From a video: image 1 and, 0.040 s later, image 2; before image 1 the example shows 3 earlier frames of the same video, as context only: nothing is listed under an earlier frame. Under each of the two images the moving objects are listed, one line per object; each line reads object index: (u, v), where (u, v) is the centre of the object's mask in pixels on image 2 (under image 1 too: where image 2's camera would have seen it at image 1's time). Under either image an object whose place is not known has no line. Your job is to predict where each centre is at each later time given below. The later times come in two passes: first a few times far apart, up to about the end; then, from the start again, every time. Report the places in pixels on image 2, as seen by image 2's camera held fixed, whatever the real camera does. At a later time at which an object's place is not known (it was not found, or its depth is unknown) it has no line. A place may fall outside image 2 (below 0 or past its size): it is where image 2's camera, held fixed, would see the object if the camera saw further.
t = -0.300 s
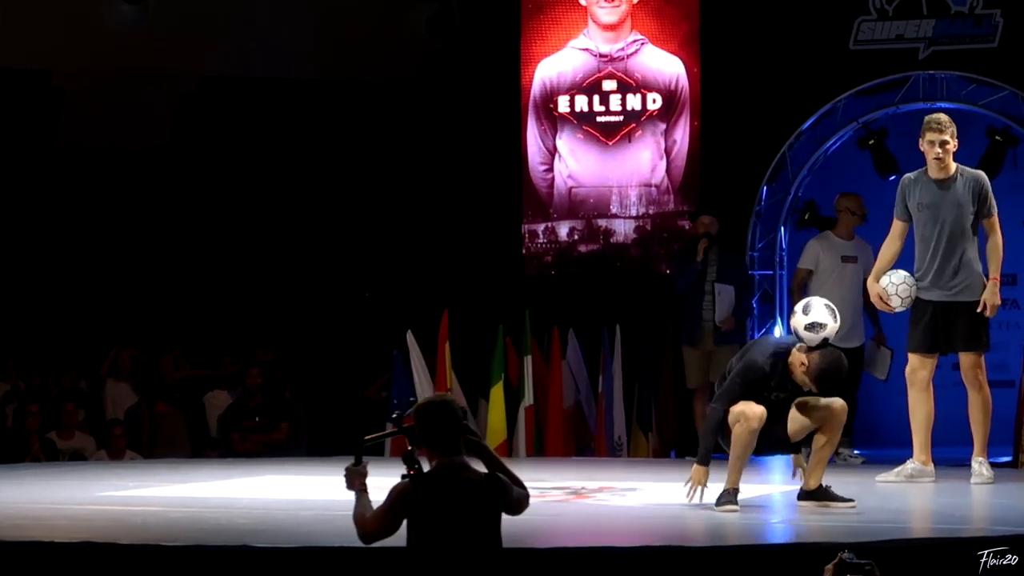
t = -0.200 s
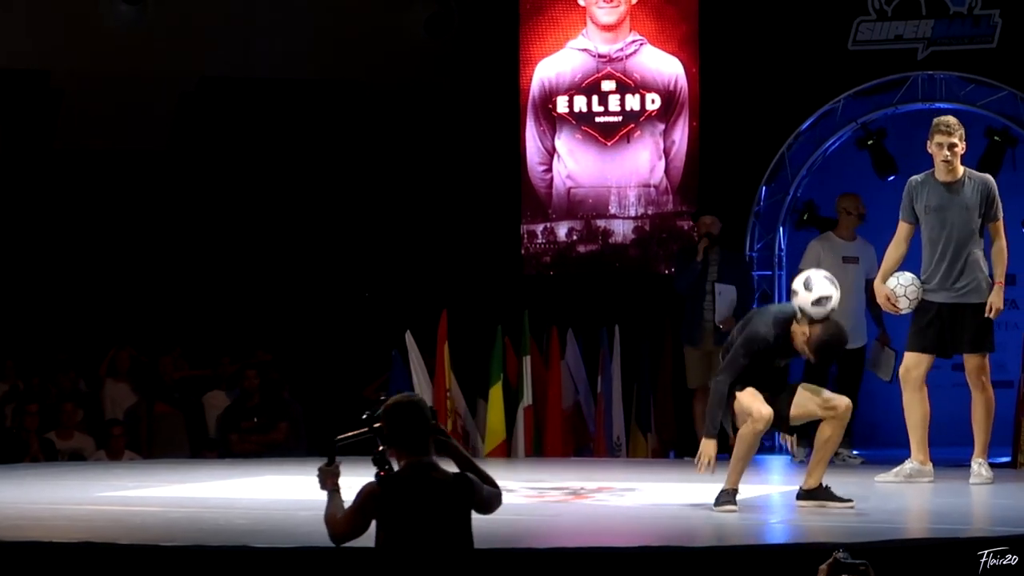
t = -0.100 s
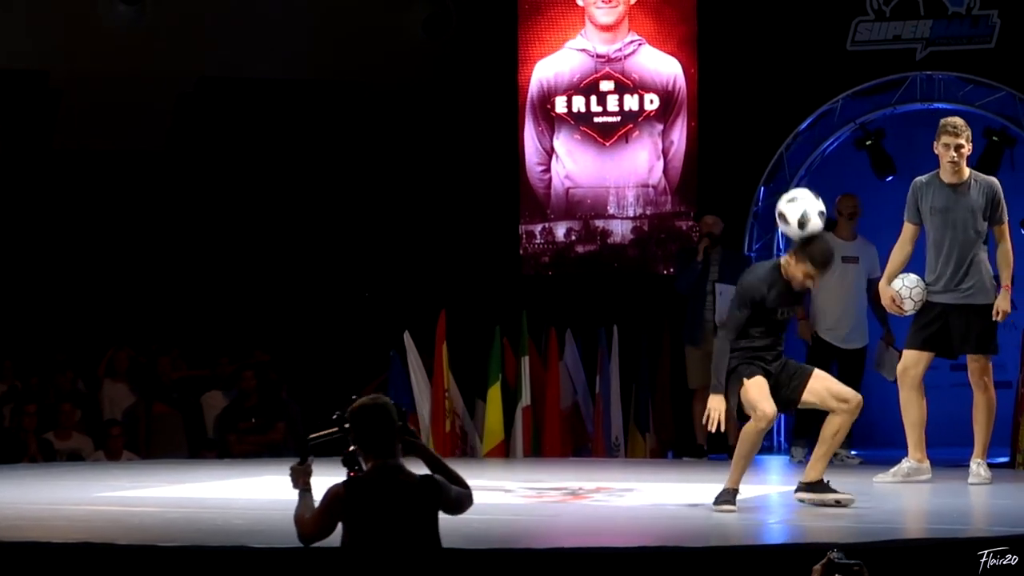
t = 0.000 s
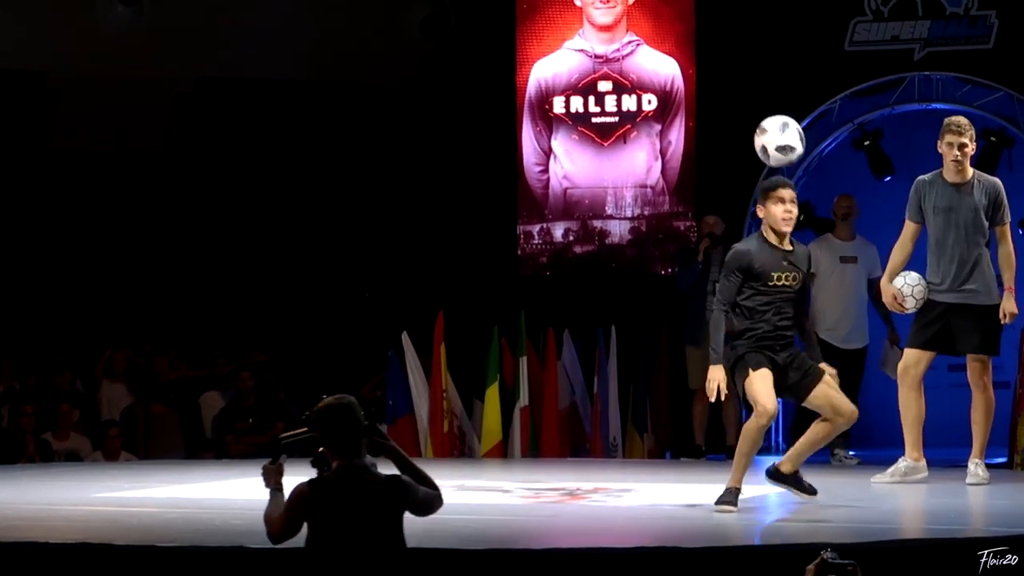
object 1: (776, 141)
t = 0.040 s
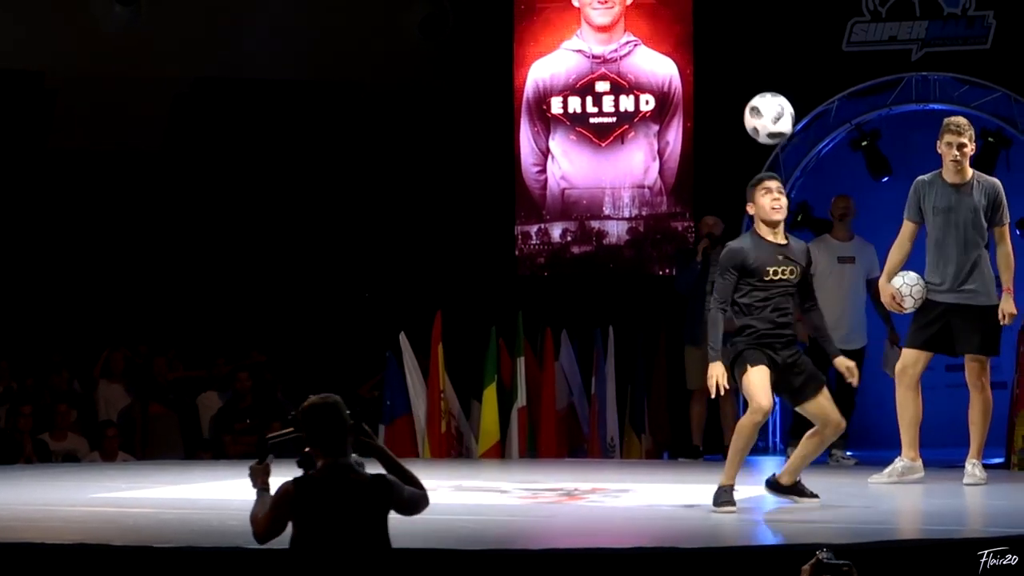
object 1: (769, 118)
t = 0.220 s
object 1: (733, 56)
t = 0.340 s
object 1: (709, 54)
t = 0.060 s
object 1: (765, 108)
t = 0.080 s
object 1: (761, 98)
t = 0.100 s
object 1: (757, 90)
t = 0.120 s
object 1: (753, 82)
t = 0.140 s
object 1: (749, 75)
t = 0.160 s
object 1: (745, 69)
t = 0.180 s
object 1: (741, 64)
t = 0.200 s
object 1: (737, 60)
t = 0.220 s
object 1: (733, 56)
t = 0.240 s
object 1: (729, 54)
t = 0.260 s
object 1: (725, 52)
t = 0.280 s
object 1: (721, 51)
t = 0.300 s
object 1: (717, 52)
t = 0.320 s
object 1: (713, 52)
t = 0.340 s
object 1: (709, 54)
